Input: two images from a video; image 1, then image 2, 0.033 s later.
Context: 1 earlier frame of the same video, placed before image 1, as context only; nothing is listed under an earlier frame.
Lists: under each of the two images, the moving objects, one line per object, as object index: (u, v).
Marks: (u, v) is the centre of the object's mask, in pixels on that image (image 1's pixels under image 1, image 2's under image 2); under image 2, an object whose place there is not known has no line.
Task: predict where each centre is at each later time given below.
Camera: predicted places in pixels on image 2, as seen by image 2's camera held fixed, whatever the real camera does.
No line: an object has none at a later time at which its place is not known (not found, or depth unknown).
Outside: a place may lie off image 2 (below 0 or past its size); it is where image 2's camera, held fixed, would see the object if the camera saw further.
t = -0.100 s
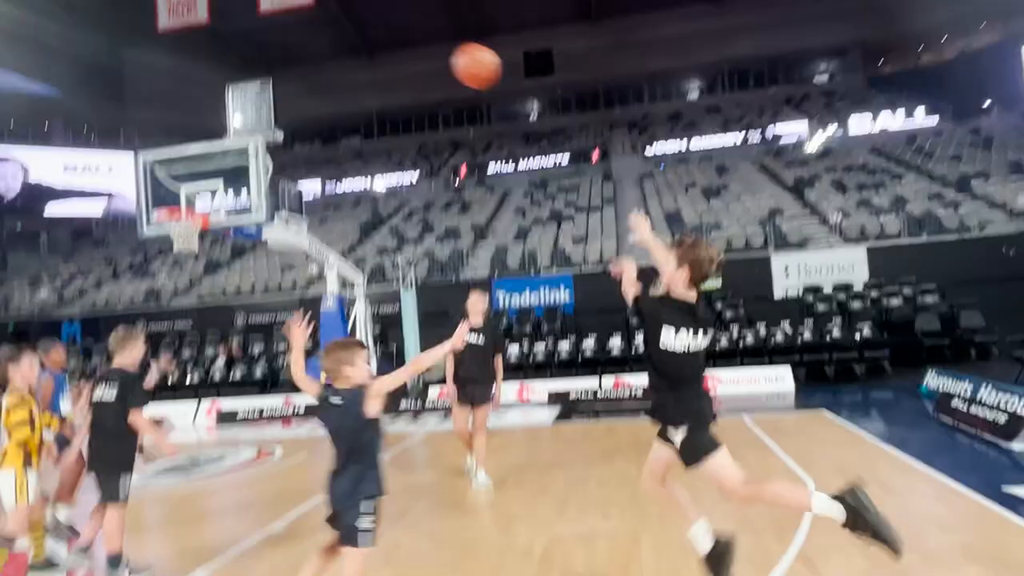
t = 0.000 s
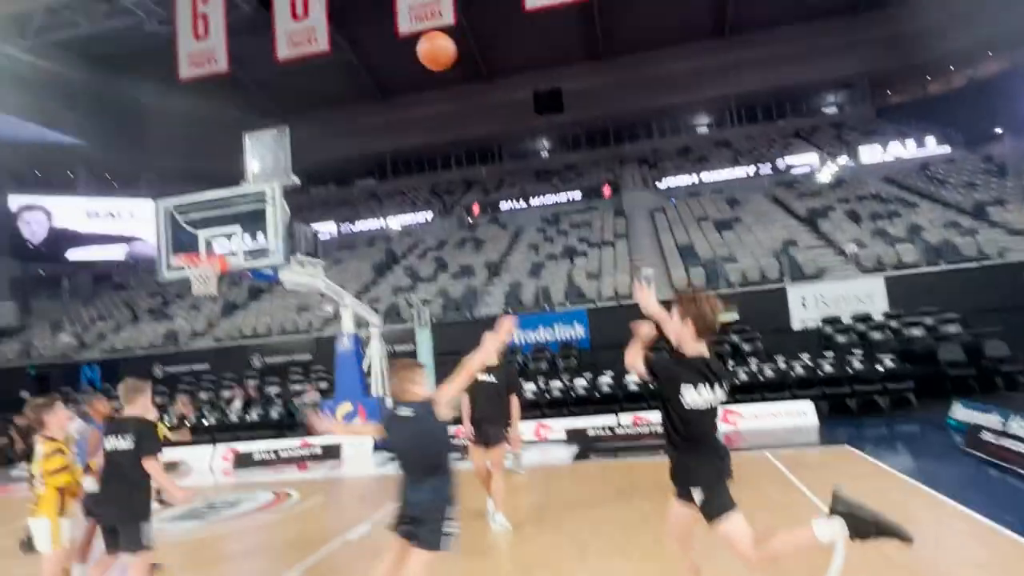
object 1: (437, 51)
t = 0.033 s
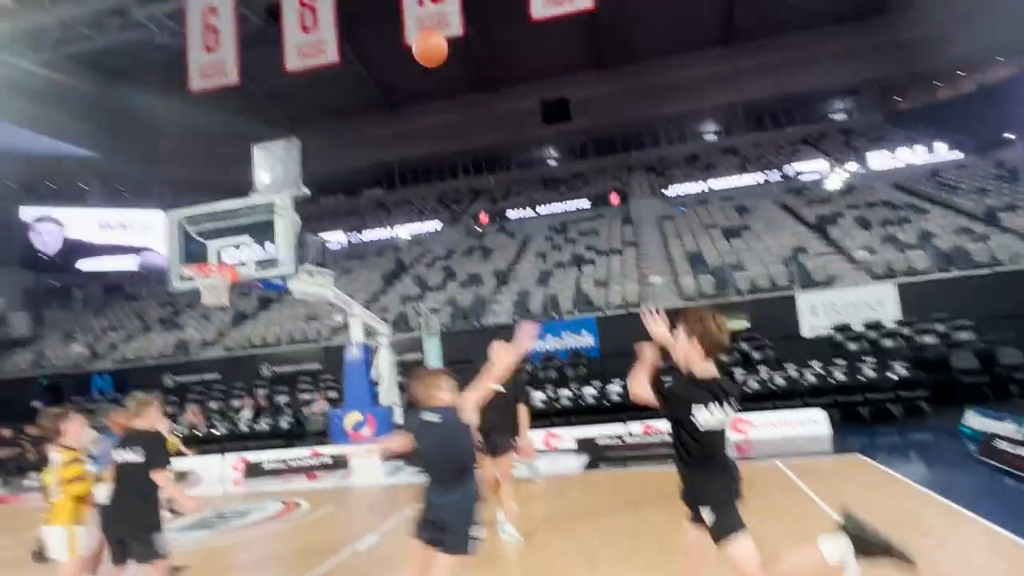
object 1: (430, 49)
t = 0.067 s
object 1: (418, 40)
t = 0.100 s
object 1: (407, 31)
